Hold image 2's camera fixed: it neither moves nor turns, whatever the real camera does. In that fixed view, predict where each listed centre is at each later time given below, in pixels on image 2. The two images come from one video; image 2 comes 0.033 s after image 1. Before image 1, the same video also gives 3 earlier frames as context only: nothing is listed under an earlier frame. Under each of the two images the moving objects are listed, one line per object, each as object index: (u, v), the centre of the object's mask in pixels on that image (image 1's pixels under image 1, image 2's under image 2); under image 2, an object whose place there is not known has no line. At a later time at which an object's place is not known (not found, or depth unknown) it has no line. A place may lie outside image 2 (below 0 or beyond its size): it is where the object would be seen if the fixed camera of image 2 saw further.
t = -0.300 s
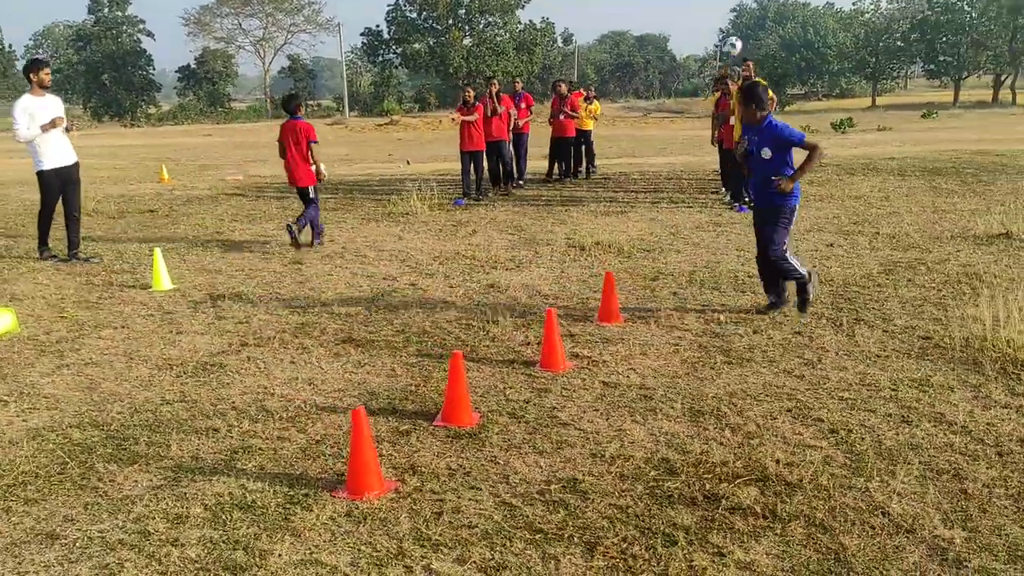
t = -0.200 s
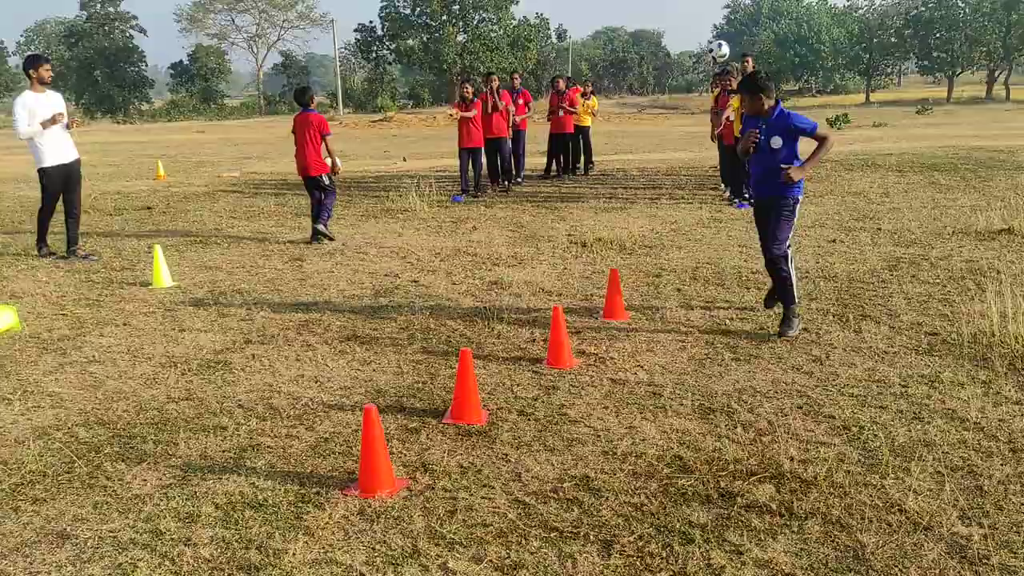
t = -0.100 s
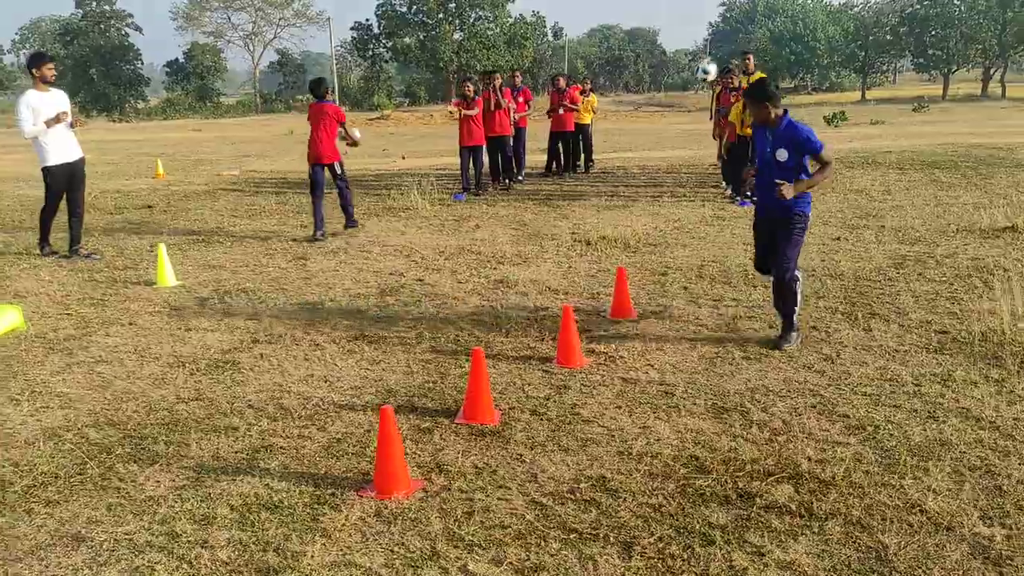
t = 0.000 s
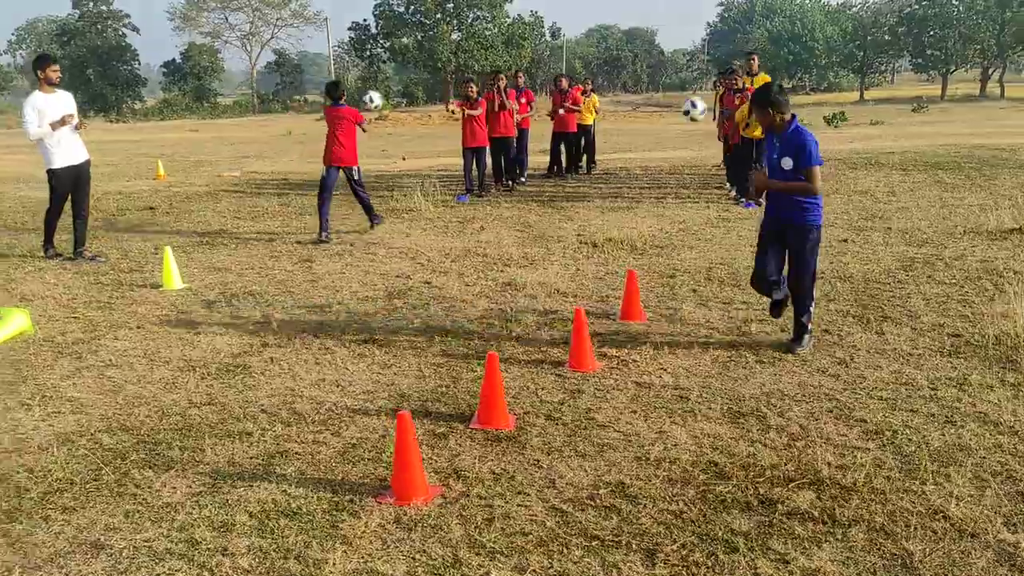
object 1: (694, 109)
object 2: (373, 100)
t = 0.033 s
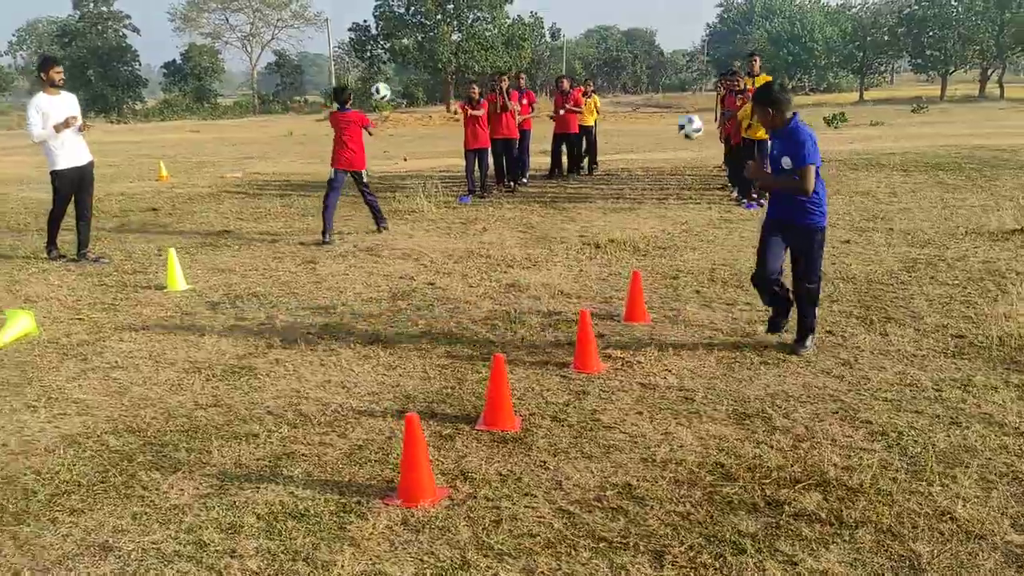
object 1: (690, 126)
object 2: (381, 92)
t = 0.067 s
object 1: (685, 146)
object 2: (387, 83)
